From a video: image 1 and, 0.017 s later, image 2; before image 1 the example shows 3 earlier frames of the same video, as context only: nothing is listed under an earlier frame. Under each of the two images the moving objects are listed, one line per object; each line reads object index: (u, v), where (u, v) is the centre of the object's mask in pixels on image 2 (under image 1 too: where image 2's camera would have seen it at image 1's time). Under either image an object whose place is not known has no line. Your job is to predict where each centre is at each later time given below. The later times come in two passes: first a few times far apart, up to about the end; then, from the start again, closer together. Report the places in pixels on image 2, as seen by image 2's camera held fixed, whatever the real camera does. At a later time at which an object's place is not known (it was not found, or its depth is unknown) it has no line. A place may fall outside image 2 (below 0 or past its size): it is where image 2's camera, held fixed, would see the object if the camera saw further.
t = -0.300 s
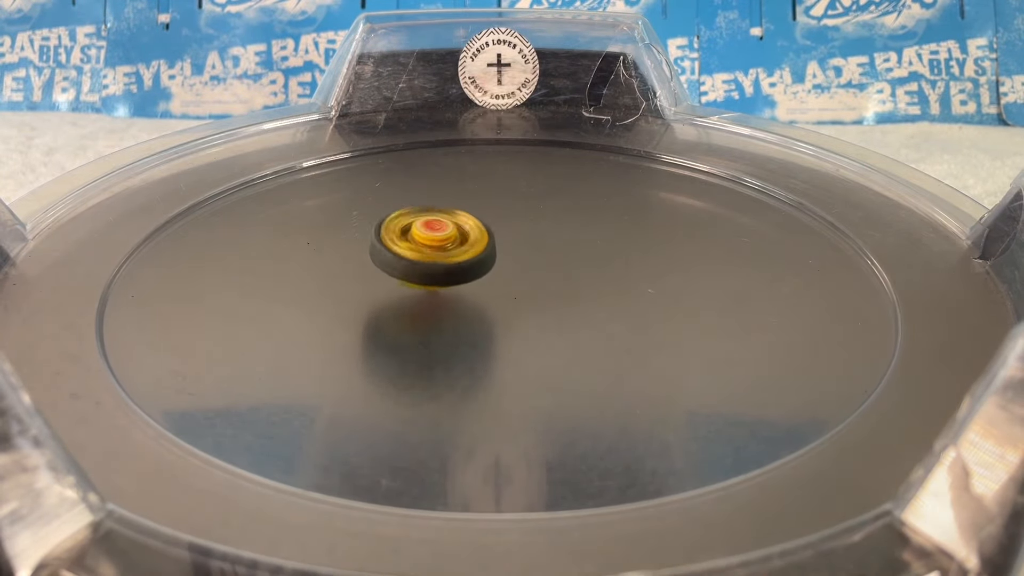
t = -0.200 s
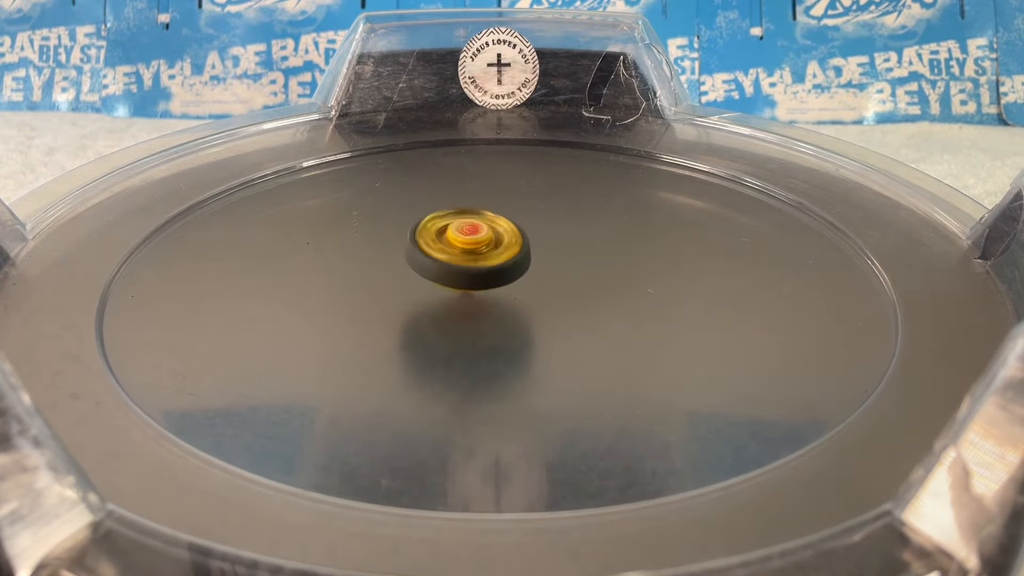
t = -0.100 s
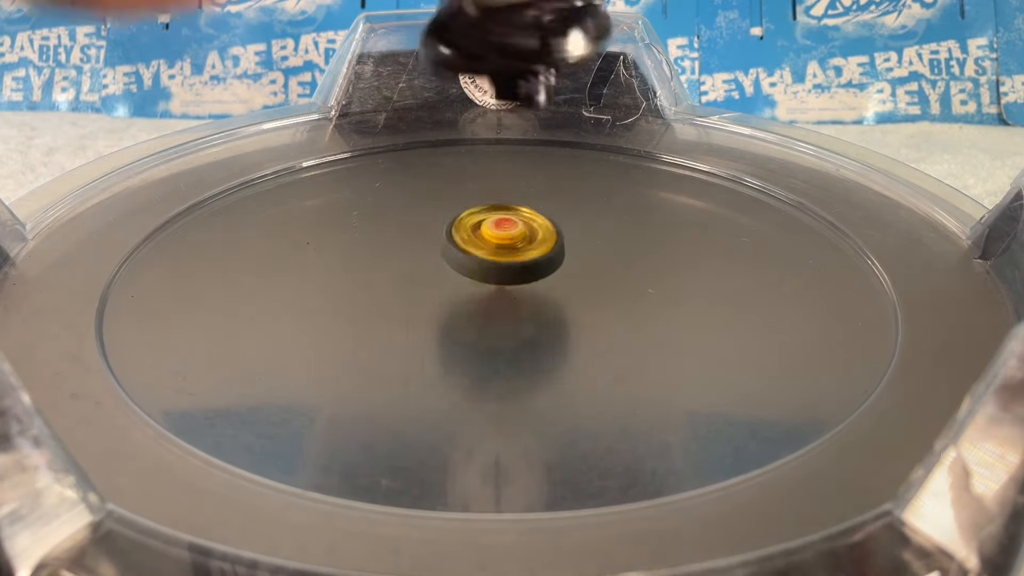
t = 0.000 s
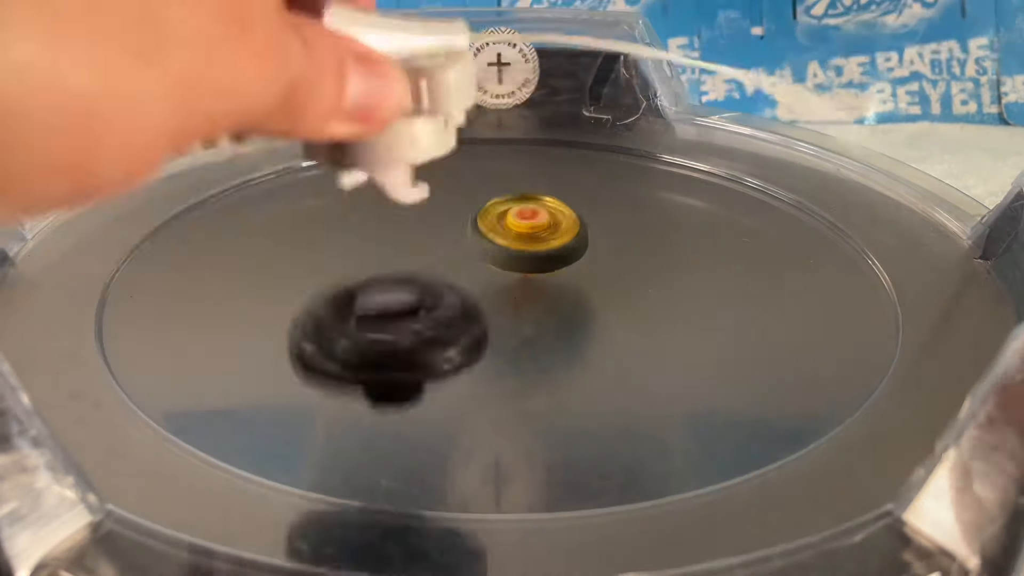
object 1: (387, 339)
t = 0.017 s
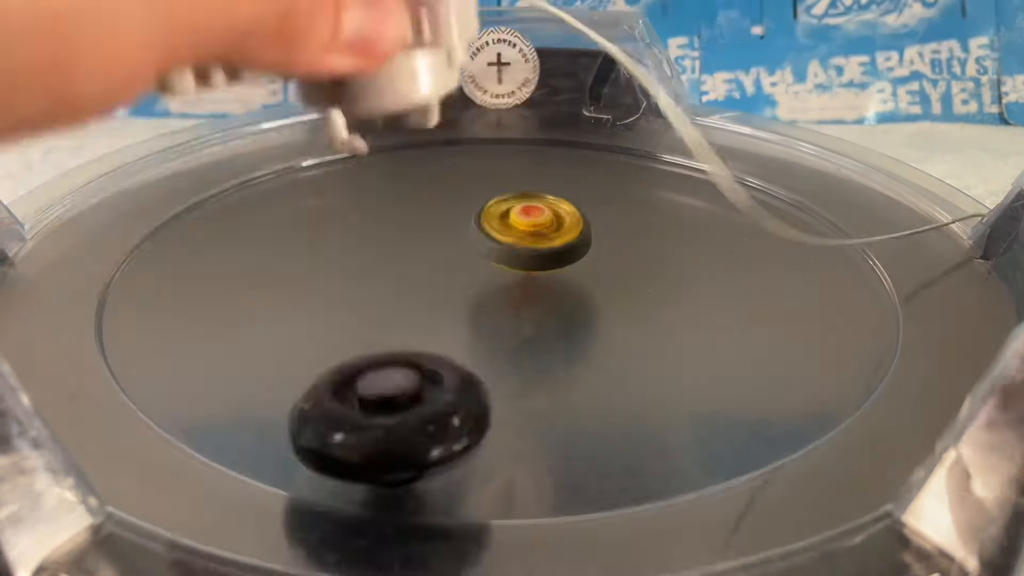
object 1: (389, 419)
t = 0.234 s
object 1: (545, 408)
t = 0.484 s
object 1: (603, 281)
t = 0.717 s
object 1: (748, 348)
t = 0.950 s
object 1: (582, 364)
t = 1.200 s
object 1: (917, 172)
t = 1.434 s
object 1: (739, 155)
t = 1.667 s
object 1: (465, 118)
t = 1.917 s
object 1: (359, 221)
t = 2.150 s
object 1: (320, 307)
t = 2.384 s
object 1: (383, 238)
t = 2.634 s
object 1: (515, 210)
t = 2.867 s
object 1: (595, 222)
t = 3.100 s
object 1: (603, 251)
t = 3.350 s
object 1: (540, 262)
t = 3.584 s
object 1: (485, 251)
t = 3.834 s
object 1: (436, 189)
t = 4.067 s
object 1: (480, 184)
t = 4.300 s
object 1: (530, 238)
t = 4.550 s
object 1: (605, 174)
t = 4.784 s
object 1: (645, 175)
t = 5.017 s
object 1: (634, 206)
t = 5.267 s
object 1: (614, 152)
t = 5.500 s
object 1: (515, 266)
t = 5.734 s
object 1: (531, 109)
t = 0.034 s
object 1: (399, 389)
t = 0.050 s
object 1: (409, 362)
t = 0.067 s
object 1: (420, 345)
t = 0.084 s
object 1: (432, 339)
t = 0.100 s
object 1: (445, 343)
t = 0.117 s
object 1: (460, 358)
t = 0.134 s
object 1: (474, 384)
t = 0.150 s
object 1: (488, 421)
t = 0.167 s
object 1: (501, 422)
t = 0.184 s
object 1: (512, 406)
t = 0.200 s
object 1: (524, 398)
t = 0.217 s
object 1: (535, 400)
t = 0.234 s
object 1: (545, 408)
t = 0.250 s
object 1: (554, 391)
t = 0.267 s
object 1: (561, 382)
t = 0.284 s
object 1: (569, 382)
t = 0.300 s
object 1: (574, 370)
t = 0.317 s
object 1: (578, 363)
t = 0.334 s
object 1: (582, 351)
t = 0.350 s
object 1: (586, 343)
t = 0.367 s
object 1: (588, 333)
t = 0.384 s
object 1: (588, 322)
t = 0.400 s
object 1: (588, 312)
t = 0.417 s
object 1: (586, 303)
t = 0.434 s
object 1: (586, 294)
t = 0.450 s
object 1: (584, 285)
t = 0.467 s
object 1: (582, 276)
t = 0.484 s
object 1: (603, 281)
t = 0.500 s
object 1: (624, 288)
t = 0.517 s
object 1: (645, 294)
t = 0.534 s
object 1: (664, 300)
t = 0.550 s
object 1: (683, 306)
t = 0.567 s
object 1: (700, 311)
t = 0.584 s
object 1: (715, 316)
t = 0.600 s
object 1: (727, 320)
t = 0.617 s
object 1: (737, 324)
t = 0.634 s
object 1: (745, 328)
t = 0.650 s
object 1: (750, 333)
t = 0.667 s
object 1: (753, 336)
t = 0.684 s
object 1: (753, 340)
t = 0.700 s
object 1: (752, 344)
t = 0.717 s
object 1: (748, 348)
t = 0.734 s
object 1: (743, 351)
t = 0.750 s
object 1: (735, 355)
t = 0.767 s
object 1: (726, 358)
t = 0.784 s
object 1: (715, 360)
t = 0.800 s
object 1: (704, 363)
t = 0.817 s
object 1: (691, 364)
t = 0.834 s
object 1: (678, 366)
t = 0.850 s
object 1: (665, 367)
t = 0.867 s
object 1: (651, 368)
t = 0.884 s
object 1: (637, 367)
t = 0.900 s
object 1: (623, 367)
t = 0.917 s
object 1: (609, 366)
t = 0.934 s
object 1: (595, 365)
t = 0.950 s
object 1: (582, 364)
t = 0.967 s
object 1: (570, 361)
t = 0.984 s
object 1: (558, 359)
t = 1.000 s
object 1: (547, 357)
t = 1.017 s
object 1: (552, 353)
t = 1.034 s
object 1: (619, 342)
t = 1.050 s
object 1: (681, 329)
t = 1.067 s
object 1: (739, 314)
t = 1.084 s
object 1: (793, 296)
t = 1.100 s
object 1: (840, 278)
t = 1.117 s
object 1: (883, 258)
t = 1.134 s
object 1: (901, 226)
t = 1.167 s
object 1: (930, 186)
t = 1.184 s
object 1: (925, 175)
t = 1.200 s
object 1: (917, 172)
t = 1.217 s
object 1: (907, 178)
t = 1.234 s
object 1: (896, 176)
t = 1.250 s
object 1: (885, 166)
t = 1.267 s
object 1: (873, 163)
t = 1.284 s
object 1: (861, 160)
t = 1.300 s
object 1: (848, 154)
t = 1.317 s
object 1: (834, 154)
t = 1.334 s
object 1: (821, 150)
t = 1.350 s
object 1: (807, 149)
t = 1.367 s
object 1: (794, 147)
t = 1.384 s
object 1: (781, 147)
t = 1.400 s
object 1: (767, 147)
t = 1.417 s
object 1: (754, 149)
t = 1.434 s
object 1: (739, 155)
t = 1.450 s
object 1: (723, 159)
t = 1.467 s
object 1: (706, 164)
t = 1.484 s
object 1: (690, 169)
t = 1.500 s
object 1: (673, 174)
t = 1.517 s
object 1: (656, 182)
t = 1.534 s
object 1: (639, 188)
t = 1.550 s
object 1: (621, 196)
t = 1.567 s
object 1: (604, 201)
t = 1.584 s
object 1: (586, 206)
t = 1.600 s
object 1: (559, 198)
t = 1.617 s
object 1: (530, 178)
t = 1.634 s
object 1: (507, 158)
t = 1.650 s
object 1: (484, 136)
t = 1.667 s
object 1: (465, 118)
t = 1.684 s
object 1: (449, 96)
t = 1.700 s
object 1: (428, 75)
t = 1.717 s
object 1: (421, 63)
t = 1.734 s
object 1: (410, 58)
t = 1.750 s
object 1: (400, 58)
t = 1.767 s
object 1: (389, 65)
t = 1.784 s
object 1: (377, 79)
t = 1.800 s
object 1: (368, 100)
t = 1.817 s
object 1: (357, 129)
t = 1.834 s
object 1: (354, 151)
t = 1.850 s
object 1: (353, 159)
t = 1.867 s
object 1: (353, 170)
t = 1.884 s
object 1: (353, 189)
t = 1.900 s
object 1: (354, 214)
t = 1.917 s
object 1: (359, 221)
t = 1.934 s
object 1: (365, 237)
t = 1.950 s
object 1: (372, 261)
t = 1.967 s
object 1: (382, 273)
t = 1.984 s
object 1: (393, 284)
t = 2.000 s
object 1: (405, 304)
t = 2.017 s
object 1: (420, 321)
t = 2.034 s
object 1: (434, 331)
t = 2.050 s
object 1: (416, 332)
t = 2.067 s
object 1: (394, 331)
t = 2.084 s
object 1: (374, 325)
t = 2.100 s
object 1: (357, 322)
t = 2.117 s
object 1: (342, 317)
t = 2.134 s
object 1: (329, 311)
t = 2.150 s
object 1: (320, 307)
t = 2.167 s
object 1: (313, 300)
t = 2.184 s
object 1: (308, 296)
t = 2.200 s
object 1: (307, 290)
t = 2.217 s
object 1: (307, 286)
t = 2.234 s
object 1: (310, 280)
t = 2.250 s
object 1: (315, 275)
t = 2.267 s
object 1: (321, 269)
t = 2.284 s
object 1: (328, 264)
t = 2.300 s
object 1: (337, 260)
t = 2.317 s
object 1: (346, 255)
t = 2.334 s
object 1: (354, 250)
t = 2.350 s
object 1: (364, 246)
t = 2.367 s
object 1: (374, 242)
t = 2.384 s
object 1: (383, 238)
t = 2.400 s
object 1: (393, 235)
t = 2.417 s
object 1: (403, 232)
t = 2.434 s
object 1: (412, 229)
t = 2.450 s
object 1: (421, 226)
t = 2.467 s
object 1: (431, 223)
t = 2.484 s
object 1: (439, 221)
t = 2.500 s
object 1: (448, 219)
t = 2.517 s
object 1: (457, 217)
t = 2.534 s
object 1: (466, 216)
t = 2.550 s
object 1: (475, 215)
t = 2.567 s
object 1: (483, 213)
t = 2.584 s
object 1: (492, 212)
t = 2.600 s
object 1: (500, 212)
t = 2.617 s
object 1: (507, 211)
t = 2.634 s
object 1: (515, 210)
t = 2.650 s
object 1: (523, 210)
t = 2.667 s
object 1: (530, 209)
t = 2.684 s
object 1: (536, 208)
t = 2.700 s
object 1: (543, 207)
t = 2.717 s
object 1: (550, 207)
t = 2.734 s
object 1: (556, 208)
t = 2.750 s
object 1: (563, 209)
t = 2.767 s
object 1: (569, 212)
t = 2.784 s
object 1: (574, 214)
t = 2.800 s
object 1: (579, 216)
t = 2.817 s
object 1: (584, 217)
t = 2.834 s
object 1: (588, 218)
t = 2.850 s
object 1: (592, 220)
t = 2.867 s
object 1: (595, 222)
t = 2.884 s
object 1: (598, 224)
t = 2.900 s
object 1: (601, 225)
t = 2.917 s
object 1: (604, 228)
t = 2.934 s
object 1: (605, 230)
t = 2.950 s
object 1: (607, 232)
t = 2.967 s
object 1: (609, 234)
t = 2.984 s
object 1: (610, 237)
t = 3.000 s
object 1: (610, 239)
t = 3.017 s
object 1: (610, 241)
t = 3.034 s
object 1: (610, 243)
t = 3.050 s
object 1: (609, 245)
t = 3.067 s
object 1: (607, 247)
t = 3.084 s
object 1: (605, 250)
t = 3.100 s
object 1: (603, 251)
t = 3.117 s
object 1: (601, 253)
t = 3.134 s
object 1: (598, 255)
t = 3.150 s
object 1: (595, 257)
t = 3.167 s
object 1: (592, 258)
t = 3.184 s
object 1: (589, 259)
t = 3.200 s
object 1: (585, 260)
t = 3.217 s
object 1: (581, 261)
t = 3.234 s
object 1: (575, 262)
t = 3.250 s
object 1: (571, 263)
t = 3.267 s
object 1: (566, 263)
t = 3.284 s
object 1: (561, 263)
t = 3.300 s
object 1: (555, 263)
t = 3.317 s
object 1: (550, 263)
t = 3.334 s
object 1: (545, 263)
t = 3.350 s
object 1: (540, 262)
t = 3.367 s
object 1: (535, 262)
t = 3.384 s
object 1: (529, 261)
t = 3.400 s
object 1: (525, 261)
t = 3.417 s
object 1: (520, 260)
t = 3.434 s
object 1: (515, 259)
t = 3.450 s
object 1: (511, 258)
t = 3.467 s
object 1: (507, 257)
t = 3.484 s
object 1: (503, 256)
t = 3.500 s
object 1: (499, 255)
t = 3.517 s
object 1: (496, 254)
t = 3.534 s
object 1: (492, 253)
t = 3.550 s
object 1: (490, 252)
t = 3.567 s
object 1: (487, 251)
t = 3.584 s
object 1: (485, 251)
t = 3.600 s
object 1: (483, 250)
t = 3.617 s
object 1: (481, 249)
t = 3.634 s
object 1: (480, 248)
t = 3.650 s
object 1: (478, 247)
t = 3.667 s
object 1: (477, 246)
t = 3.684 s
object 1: (474, 244)
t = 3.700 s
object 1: (473, 242)
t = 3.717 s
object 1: (471, 240)
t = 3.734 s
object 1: (468, 236)
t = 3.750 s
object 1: (460, 227)
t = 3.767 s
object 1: (453, 217)
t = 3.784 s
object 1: (447, 209)
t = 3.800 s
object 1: (442, 201)
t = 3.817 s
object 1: (439, 194)
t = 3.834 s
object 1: (436, 189)
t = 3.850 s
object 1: (434, 185)
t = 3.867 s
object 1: (434, 181)
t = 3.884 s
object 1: (434, 178)
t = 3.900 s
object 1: (436, 176)
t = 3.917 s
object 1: (439, 176)
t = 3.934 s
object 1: (441, 174)
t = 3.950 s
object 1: (445, 175)
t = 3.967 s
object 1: (449, 175)
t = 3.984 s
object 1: (454, 175)
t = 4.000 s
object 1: (459, 176)
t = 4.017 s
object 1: (464, 177)
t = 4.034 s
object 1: (469, 180)
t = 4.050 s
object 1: (474, 182)
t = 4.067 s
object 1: (480, 184)
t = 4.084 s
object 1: (485, 186)
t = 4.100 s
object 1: (490, 189)
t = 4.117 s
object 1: (495, 192)
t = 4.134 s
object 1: (499, 196)
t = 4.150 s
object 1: (504, 200)
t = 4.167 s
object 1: (509, 203)
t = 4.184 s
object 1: (513, 208)
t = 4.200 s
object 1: (516, 212)
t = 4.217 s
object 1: (520, 216)
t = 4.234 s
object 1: (523, 220)
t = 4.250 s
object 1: (525, 225)
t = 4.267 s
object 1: (527, 229)
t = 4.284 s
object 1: (528, 233)
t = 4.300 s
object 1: (530, 238)
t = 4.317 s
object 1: (530, 242)
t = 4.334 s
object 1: (529, 246)
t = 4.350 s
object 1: (529, 251)
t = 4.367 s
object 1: (528, 255)
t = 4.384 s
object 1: (526, 258)
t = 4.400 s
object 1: (525, 262)
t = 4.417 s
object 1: (523, 265)
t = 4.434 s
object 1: (525, 263)
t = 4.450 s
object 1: (540, 247)
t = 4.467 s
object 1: (554, 233)
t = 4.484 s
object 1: (566, 219)
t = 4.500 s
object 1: (577, 206)
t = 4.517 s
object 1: (587, 195)
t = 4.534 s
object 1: (597, 184)
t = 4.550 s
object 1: (605, 174)
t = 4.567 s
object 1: (612, 166)
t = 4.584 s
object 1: (619, 160)
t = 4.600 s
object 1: (624, 153)
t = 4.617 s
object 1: (629, 148)
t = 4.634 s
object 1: (632, 146)
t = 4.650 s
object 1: (635, 145)
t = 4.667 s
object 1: (637, 145)
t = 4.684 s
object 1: (638, 146)
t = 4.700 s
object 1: (640, 150)
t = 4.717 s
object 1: (643, 154)
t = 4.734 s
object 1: (644, 157)
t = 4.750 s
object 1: (644, 164)
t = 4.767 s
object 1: (644, 169)
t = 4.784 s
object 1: (645, 175)
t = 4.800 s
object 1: (644, 182)
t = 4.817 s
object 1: (643, 190)
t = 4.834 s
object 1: (642, 196)
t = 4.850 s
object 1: (639, 204)
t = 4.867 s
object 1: (636, 212)
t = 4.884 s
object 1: (632, 220)
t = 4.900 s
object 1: (627, 228)
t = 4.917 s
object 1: (622, 236)
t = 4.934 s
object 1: (617, 244)
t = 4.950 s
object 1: (610, 252)
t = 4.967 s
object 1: (606, 256)
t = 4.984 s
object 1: (612, 245)
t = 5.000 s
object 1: (624, 225)
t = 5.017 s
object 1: (634, 206)
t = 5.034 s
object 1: (642, 189)
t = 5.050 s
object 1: (651, 171)
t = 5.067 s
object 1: (655, 154)
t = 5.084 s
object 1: (661, 141)
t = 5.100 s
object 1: (665, 130)
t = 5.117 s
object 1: (661, 118)
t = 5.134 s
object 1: (662, 111)
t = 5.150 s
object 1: (658, 112)
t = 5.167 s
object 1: (650, 119)
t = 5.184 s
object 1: (644, 119)
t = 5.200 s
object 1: (641, 125)
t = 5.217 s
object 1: (632, 132)
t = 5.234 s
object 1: (626, 136)
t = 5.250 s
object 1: (620, 143)
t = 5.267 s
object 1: (614, 152)
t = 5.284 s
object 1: (606, 159)
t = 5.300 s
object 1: (600, 167)
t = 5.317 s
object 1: (594, 175)
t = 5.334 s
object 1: (587, 185)
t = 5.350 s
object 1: (580, 194)
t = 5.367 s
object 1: (573, 203)
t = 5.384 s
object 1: (566, 213)
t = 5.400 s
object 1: (559, 222)
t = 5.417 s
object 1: (551, 232)
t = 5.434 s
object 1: (544, 242)
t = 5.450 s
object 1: (536, 252)
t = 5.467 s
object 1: (528, 261)
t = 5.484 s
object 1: (523, 266)
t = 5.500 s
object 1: (515, 266)
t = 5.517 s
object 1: (513, 240)
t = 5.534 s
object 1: (515, 217)
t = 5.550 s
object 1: (514, 202)
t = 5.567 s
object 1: (515, 178)
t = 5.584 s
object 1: (515, 157)
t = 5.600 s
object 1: (511, 137)
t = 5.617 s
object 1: (514, 120)
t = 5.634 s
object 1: (515, 101)
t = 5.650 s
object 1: (515, 84)
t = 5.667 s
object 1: (521, 75)
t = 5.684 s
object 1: (524, 74)
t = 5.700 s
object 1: (522, 79)
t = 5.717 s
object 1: (526, 91)
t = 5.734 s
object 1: (531, 109)
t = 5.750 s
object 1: (529, 132)
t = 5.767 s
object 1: (533, 135)
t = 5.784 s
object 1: (533, 145)
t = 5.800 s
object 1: (537, 163)
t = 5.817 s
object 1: (539, 180)
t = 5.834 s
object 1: (539, 191)
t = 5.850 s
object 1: (541, 209)
